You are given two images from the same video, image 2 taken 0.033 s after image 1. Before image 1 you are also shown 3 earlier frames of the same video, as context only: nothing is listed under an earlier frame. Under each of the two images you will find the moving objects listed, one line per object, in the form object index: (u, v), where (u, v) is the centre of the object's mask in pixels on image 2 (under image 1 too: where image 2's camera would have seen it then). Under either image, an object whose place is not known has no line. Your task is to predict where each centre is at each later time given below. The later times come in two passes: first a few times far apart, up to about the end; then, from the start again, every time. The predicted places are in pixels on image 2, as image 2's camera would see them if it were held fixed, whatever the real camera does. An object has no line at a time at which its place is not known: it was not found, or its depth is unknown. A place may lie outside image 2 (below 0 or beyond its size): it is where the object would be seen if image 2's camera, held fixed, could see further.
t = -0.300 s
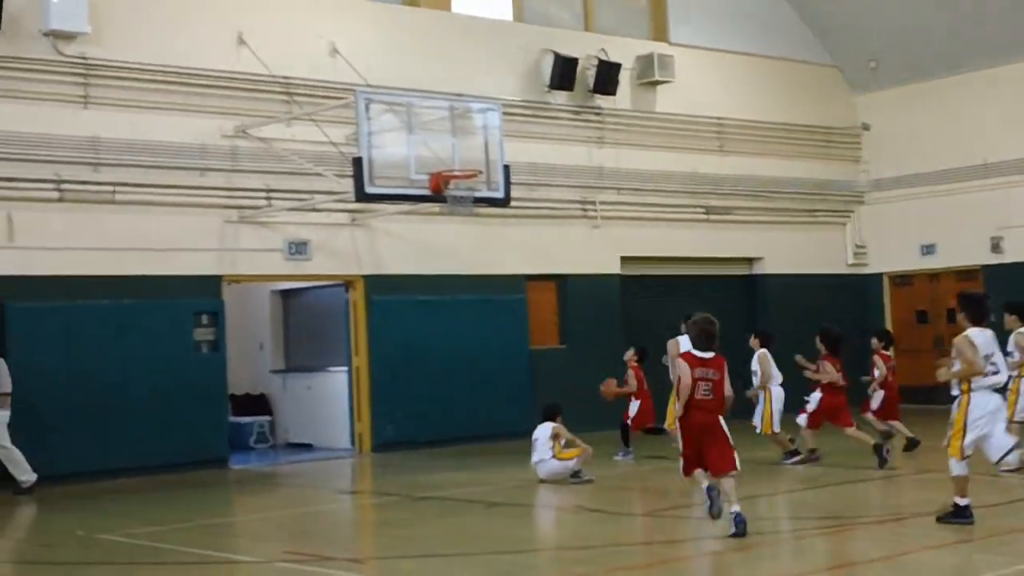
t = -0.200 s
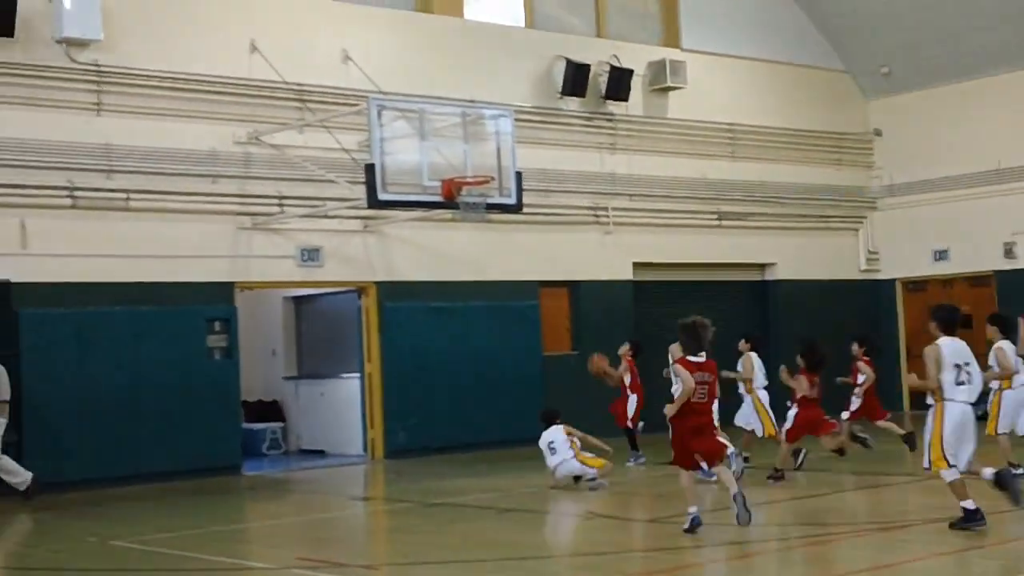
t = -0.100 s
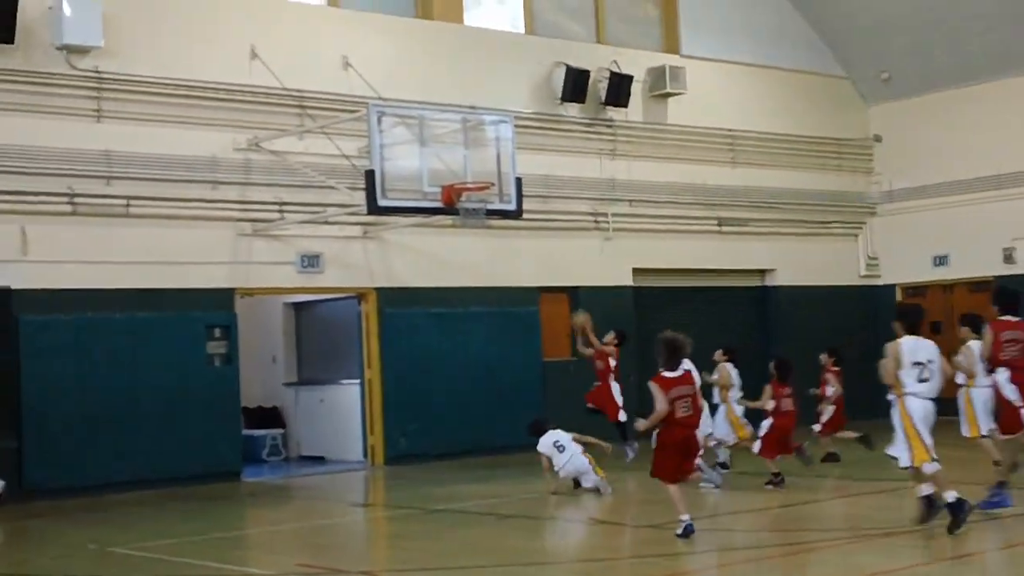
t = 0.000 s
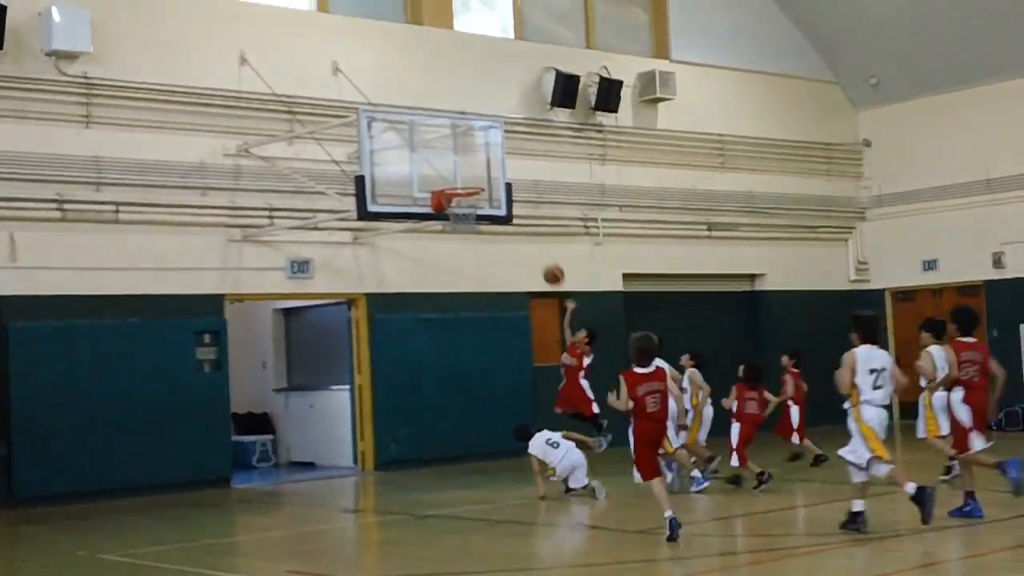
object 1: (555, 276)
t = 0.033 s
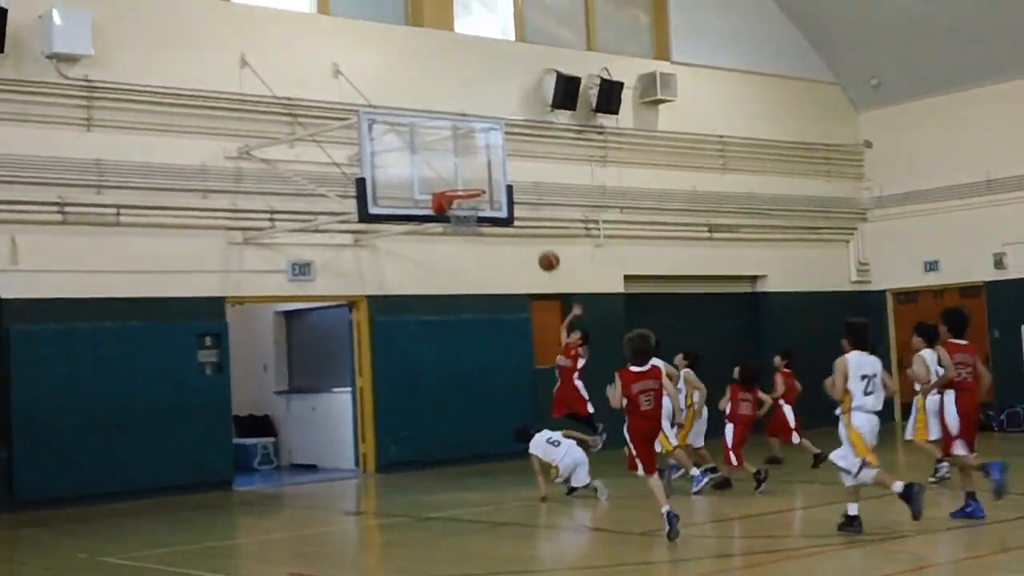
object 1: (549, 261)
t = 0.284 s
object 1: (506, 177)
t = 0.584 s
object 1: (465, 151)
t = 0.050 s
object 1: (546, 253)
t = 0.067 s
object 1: (543, 246)
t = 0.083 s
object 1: (540, 240)
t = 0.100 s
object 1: (537, 233)
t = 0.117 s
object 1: (534, 227)
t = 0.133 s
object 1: (531, 221)
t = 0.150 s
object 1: (528, 215)
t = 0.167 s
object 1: (525, 209)
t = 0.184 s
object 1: (523, 204)
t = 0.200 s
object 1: (520, 199)
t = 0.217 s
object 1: (518, 194)
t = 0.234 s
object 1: (514, 189)
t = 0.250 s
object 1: (512, 185)
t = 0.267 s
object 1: (509, 181)
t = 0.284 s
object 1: (506, 177)
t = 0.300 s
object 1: (504, 174)
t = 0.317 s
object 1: (501, 170)
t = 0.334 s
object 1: (499, 167)
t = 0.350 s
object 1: (496, 165)
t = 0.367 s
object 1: (494, 162)
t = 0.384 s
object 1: (491, 160)
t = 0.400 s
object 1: (489, 158)
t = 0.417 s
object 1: (486, 156)
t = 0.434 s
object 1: (484, 154)
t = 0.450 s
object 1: (481, 153)
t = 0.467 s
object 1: (479, 152)
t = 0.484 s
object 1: (476, 151)
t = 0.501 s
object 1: (474, 151)
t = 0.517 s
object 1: (472, 150)
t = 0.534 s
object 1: (469, 151)
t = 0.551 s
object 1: (467, 151)
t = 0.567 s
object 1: (466, 151)
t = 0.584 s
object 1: (465, 151)
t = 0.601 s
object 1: (464, 151)
